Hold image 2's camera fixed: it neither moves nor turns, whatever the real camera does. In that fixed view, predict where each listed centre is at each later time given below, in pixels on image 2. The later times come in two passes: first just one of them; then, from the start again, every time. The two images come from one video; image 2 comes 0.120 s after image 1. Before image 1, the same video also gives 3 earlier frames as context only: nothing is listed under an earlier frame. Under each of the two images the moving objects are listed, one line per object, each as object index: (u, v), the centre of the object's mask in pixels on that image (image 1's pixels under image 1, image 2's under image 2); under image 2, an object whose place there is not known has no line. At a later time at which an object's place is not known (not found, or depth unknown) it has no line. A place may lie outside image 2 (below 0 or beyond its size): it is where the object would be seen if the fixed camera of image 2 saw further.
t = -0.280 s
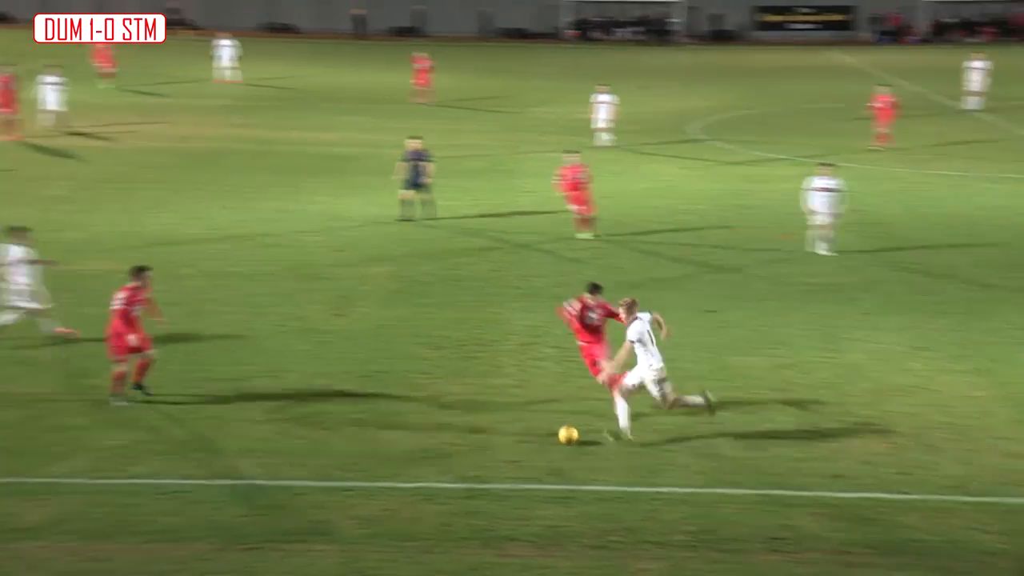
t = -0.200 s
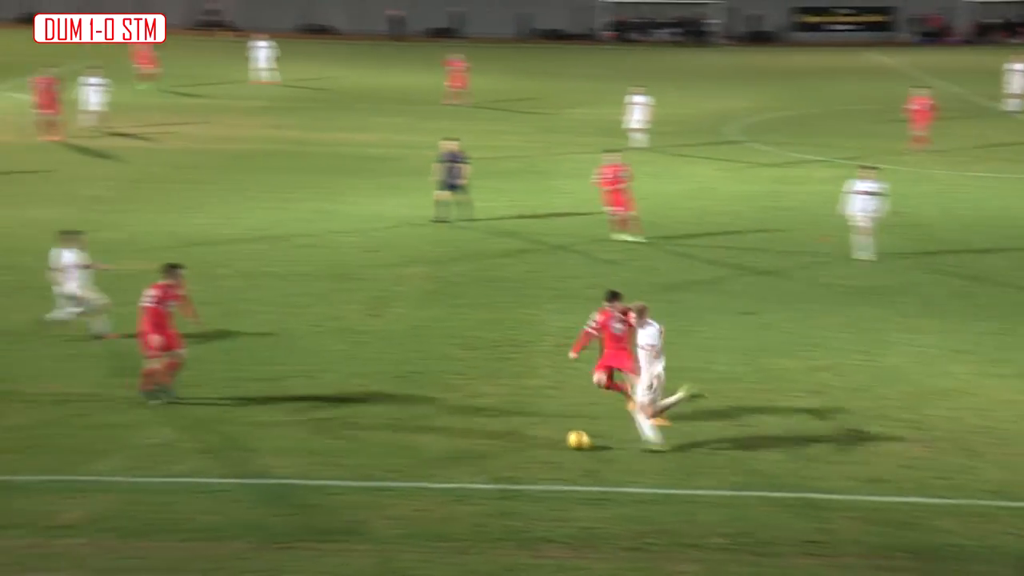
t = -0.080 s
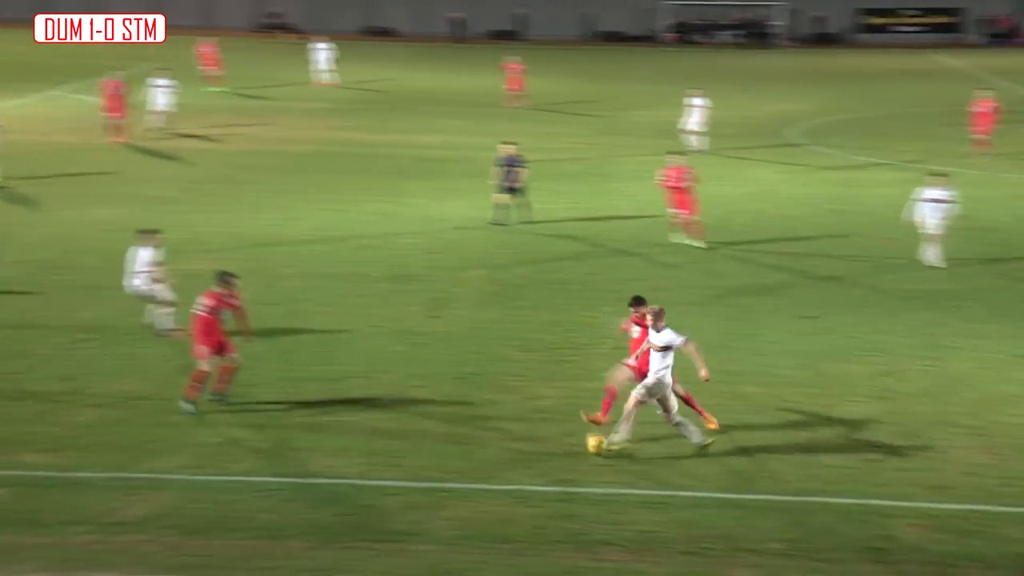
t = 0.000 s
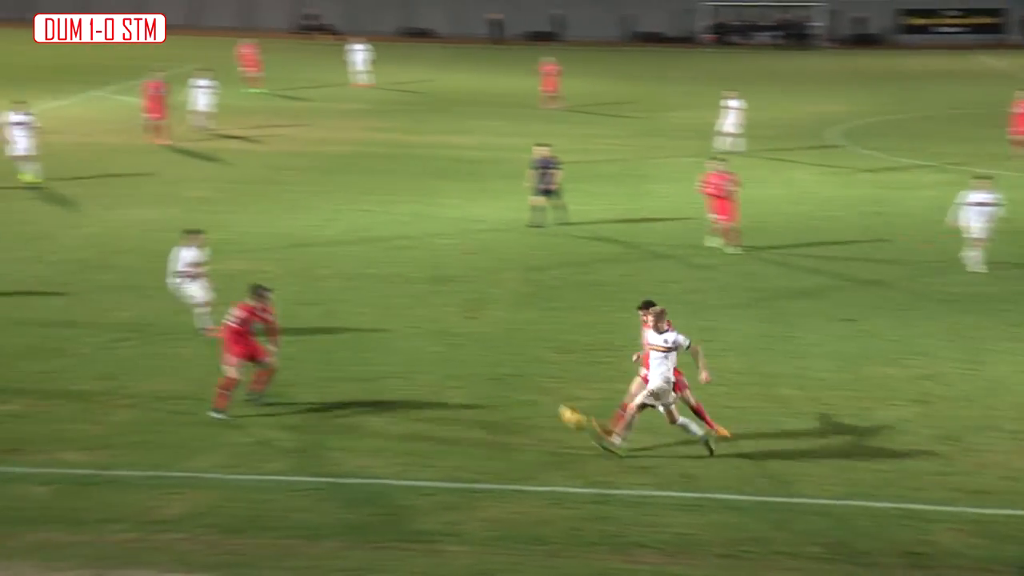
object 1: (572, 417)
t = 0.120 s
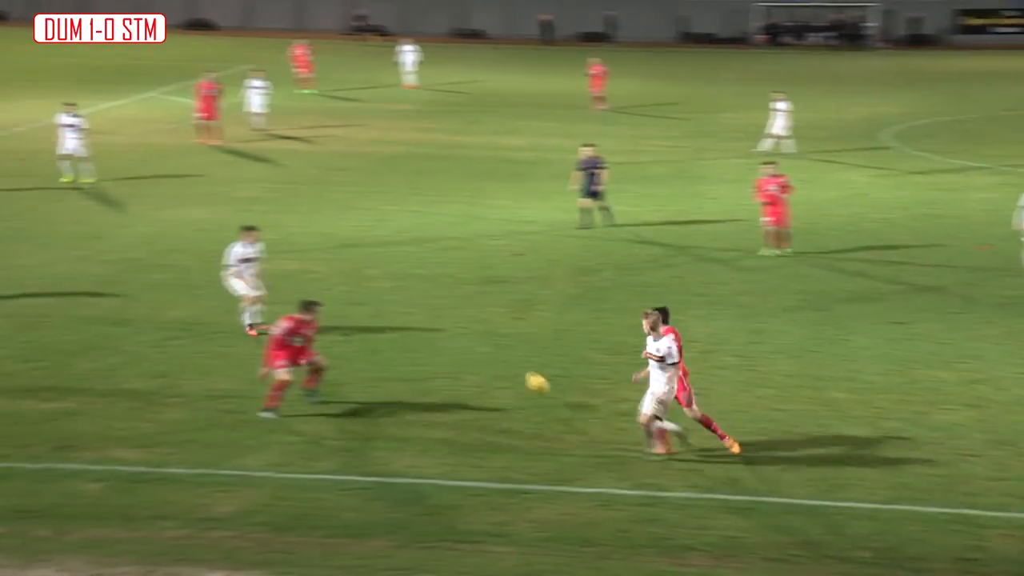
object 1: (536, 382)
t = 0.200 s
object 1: (488, 368)
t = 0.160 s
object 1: (511, 374)
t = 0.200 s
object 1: (488, 368)
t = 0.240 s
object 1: (467, 362)
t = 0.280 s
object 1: (446, 358)
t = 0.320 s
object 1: (426, 356)
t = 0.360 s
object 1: (408, 351)
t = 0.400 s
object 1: (392, 342)
